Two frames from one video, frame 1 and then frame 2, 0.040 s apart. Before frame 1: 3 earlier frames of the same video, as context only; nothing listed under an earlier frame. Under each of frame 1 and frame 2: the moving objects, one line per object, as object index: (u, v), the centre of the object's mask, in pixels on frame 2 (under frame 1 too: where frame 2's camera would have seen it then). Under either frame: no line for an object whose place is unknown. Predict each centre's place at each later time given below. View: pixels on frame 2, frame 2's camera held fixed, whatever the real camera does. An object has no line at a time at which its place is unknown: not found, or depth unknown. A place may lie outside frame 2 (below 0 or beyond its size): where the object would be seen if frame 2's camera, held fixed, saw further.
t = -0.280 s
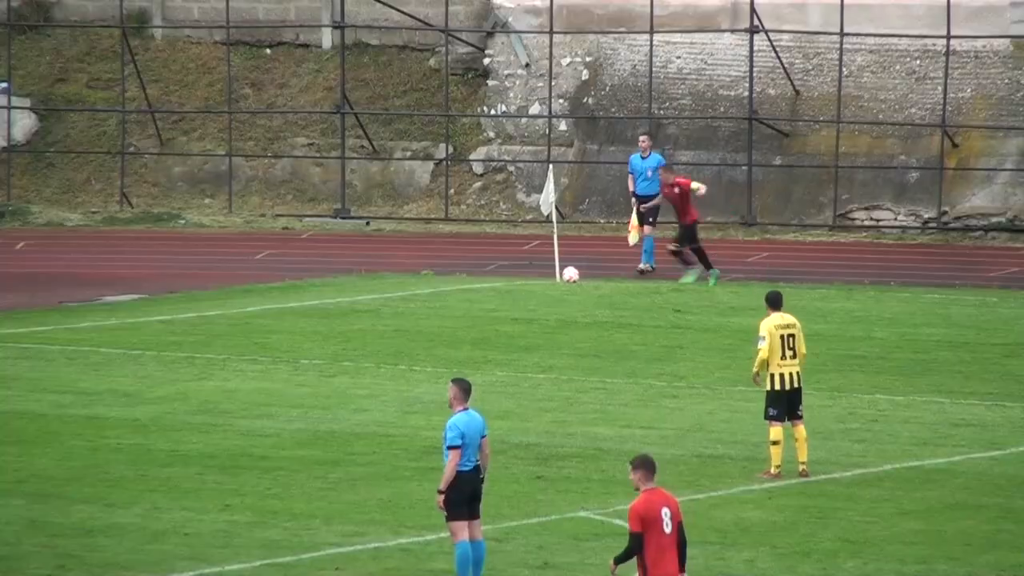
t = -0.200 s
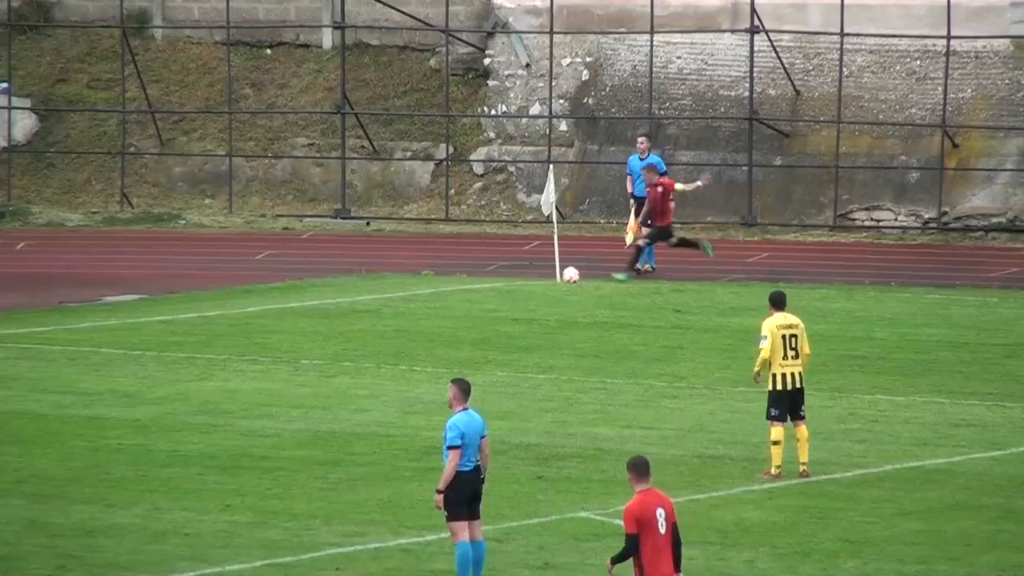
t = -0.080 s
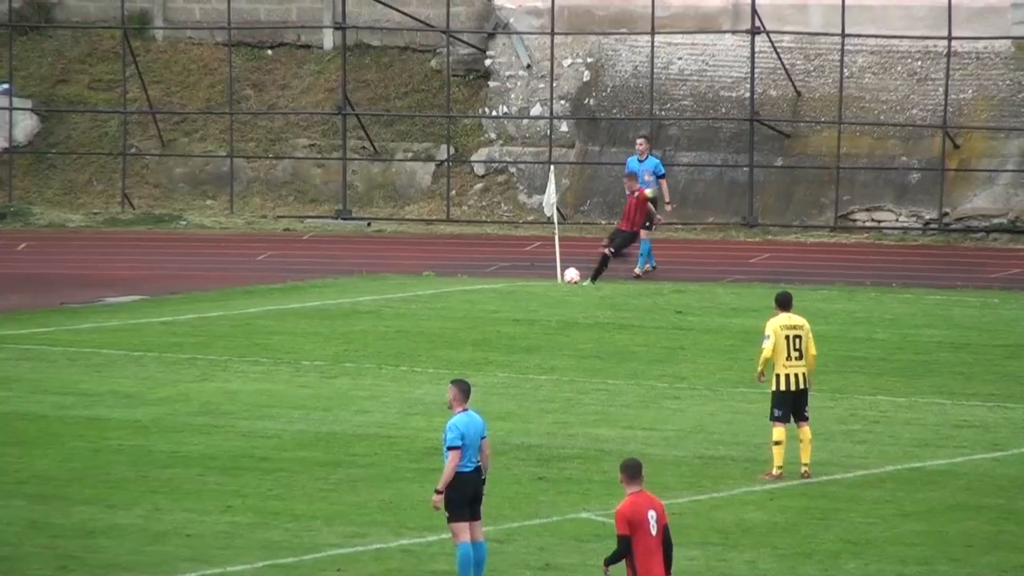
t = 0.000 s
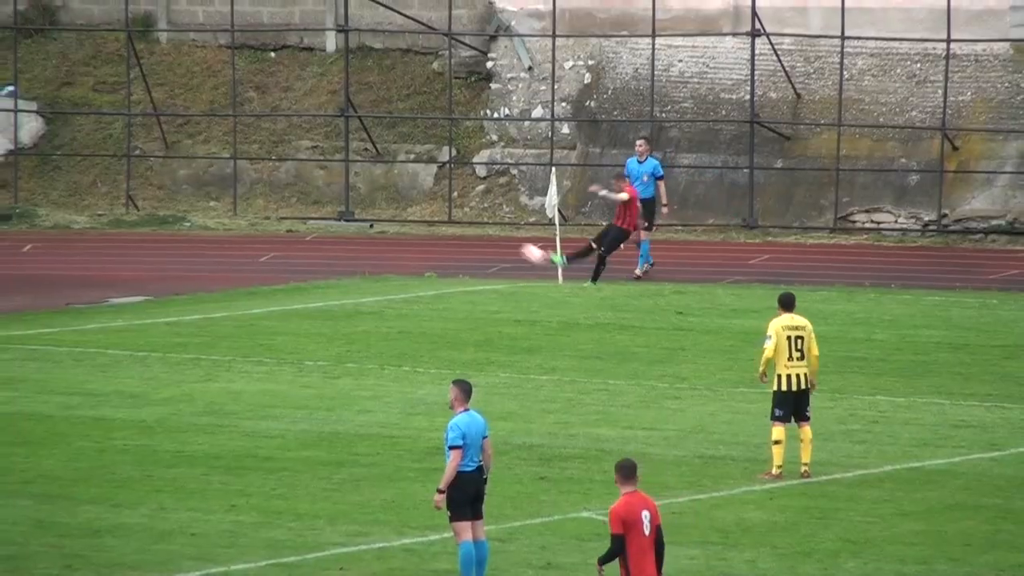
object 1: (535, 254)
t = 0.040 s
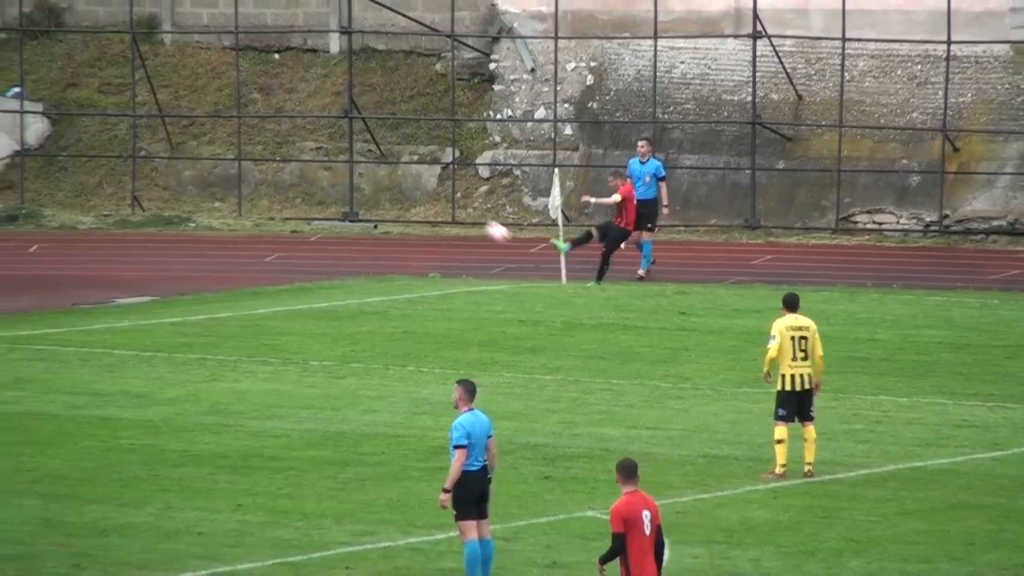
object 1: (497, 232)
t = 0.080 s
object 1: (461, 210)
